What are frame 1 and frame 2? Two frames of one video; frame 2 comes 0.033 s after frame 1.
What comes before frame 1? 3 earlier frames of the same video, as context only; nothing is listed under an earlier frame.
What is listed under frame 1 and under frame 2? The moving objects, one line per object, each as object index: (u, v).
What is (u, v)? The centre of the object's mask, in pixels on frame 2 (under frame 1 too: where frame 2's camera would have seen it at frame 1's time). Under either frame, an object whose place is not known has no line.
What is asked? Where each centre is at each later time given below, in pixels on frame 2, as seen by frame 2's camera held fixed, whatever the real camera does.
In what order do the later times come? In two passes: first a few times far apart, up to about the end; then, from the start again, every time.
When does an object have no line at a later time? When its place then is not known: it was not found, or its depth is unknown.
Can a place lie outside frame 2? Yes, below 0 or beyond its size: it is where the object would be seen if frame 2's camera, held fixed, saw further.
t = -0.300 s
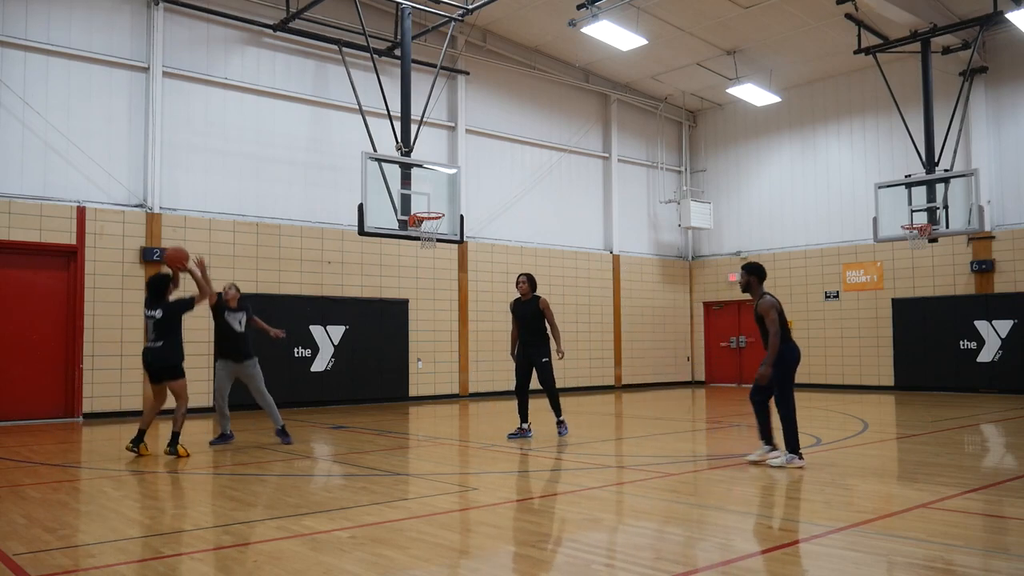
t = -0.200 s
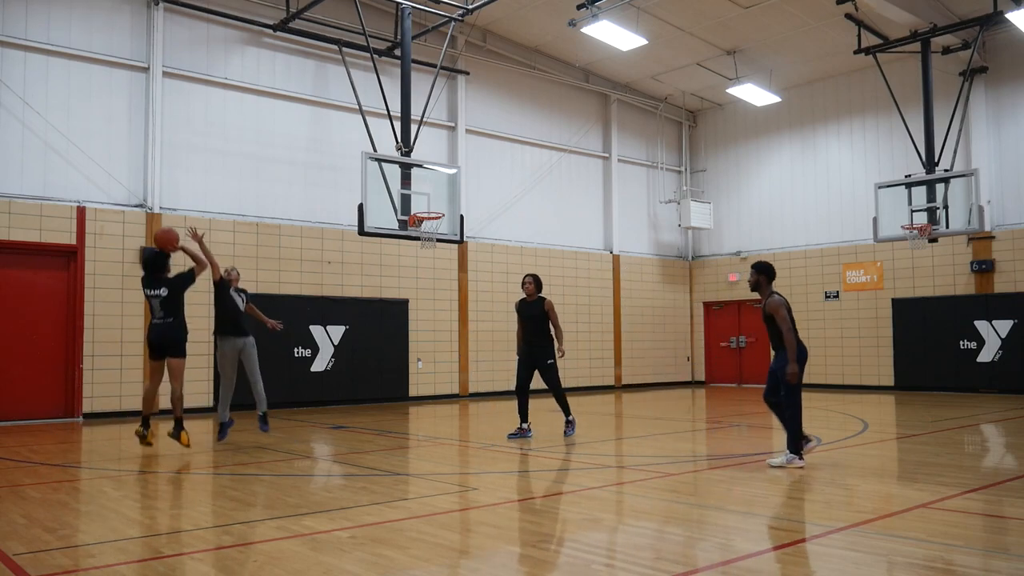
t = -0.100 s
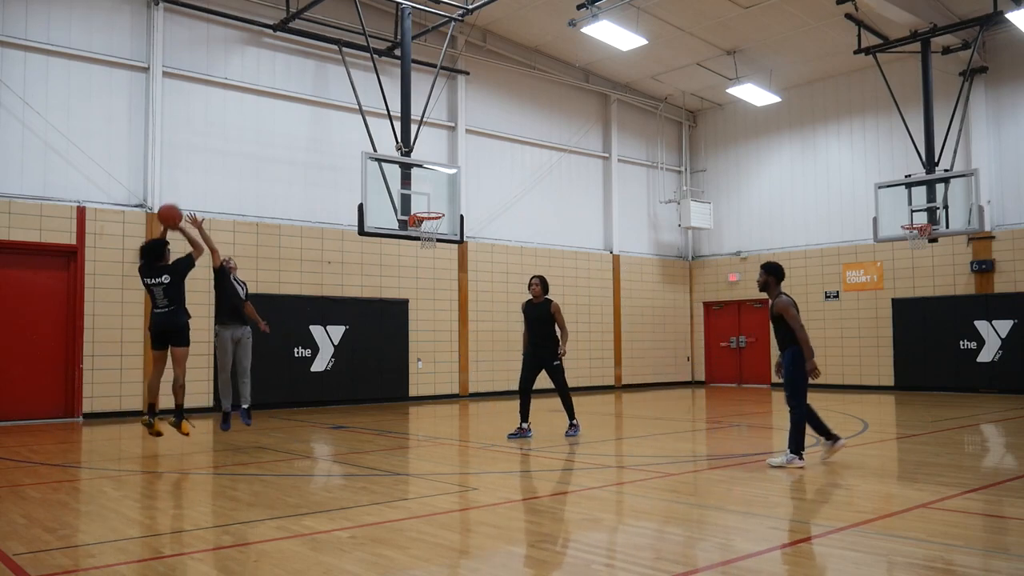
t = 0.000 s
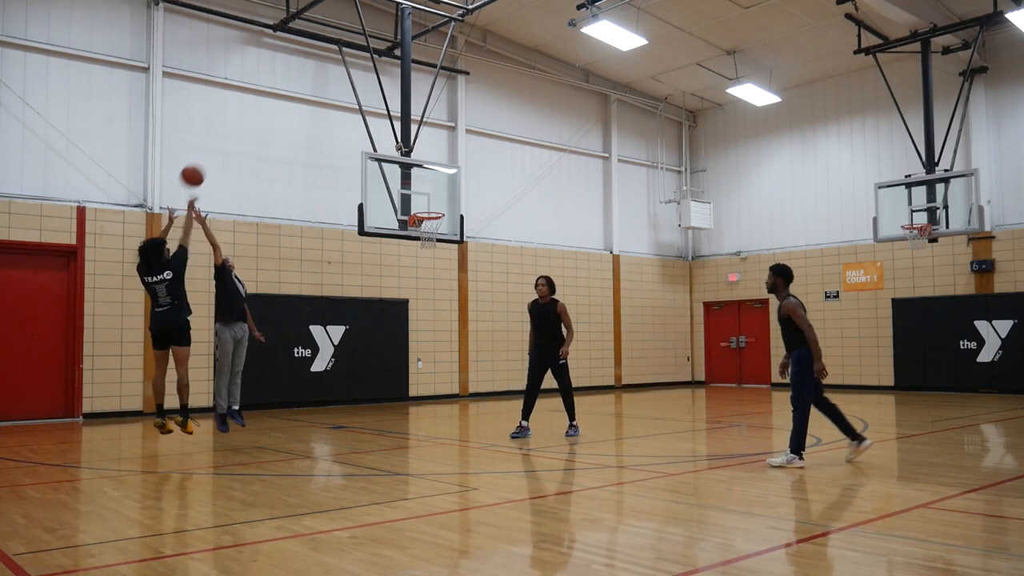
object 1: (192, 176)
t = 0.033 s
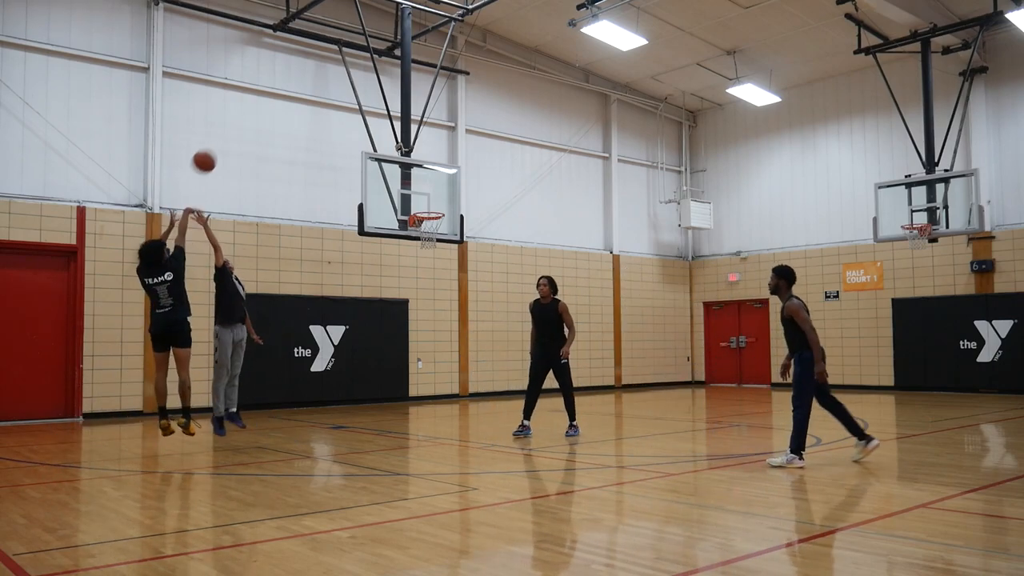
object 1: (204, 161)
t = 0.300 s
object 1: (285, 94)
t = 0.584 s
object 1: (351, 94)
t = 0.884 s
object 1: (407, 152)
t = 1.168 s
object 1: (430, 209)
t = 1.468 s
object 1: (405, 202)
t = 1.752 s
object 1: (393, 244)
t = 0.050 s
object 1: (209, 155)
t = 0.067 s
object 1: (215, 148)
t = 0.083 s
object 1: (221, 142)
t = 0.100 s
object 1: (226, 137)
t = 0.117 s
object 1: (231, 132)
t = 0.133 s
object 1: (237, 127)
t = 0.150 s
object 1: (242, 122)
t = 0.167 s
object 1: (247, 118)
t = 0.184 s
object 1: (252, 114)
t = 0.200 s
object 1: (257, 110)
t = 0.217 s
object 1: (262, 107)
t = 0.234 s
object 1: (266, 104)
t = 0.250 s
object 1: (271, 101)
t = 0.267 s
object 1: (276, 99)
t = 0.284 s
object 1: (280, 96)
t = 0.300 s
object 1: (285, 94)
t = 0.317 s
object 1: (289, 93)
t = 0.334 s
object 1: (293, 91)
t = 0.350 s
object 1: (297, 90)
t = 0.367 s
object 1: (302, 89)
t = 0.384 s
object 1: (306, 88)
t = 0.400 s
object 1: (310, 87)
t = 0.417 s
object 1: (314, 87)
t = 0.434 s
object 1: (318, 87)
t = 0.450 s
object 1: (321, 87)
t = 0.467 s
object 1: (325, 87)
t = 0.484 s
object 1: (329, 87)
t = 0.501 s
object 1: (333, 88)
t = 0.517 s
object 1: (336, 89)
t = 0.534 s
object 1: (340, 90)
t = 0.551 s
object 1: (343, 91)
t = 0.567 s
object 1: (347, 93)
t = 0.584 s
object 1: (351, 94)
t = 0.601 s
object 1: (354, 96)
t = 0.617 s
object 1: (357, 98)
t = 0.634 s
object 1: (361, 101)
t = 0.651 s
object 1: (364, 103)
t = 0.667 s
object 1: (367, 106)
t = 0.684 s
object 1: (371, 108)
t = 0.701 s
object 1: (374, 111)
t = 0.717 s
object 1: (377, 114)
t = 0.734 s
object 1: (380, 117)
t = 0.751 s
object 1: (383, 121)
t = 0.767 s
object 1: (387, 124)
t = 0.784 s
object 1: (390, 128)
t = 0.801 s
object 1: (393, 131)
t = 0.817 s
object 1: (396, 135)
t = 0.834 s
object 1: (400, 140)
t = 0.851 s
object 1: (402, 144)
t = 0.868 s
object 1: (404, 148)
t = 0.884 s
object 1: (407, 152)
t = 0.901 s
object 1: (410, 157)
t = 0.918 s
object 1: (413, 162)
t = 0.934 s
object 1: (415, 166)
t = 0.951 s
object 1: (418, 172)
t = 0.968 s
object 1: (421, 177)
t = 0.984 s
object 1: (423, 182)
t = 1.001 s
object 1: (426, 188)
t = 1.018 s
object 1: (429, 193)
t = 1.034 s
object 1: (431, 198)
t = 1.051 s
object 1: (434, 204)
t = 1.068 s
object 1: (435, 208)
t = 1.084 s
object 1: (435, 208)
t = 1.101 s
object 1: (435, 209)
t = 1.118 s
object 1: (435, 210)
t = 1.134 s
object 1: (435, 211)
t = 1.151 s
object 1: (432, 209)
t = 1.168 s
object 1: (430, 209)
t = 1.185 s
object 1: (428, 207)
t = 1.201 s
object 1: (425, 207)
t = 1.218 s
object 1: (422, 206)
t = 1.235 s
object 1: (420, 205)
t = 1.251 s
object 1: (417, 205)
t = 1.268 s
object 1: (414, 204)
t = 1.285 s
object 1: (413, 204)
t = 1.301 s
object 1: (411, 203)
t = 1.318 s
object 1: (410, 202)
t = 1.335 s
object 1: (409, 202)
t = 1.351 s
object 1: (409, 201)
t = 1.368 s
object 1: (408, 201)
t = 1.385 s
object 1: (408, 200)
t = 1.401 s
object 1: (408, 200)
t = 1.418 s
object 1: (407, 200)
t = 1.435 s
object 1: (406, 201)
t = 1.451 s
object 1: (406, 201)
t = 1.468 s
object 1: (405, 202)
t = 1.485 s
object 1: (404, 203)
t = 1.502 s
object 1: (403, 204)
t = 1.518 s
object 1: (403, 206)
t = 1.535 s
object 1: (403, 207)
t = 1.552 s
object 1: (402, 209)
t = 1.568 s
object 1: (402, 210)
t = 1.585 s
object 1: (400, 213)
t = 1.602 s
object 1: (400, 215)
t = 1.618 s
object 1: (399, 218)
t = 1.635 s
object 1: (399, 221)
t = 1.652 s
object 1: (398, 223)
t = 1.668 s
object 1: (397, 226)
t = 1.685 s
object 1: (396, 230)
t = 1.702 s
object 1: (395, 233)
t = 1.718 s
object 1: (394, 237)
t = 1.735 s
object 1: (394, 240)
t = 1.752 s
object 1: (393, 244)
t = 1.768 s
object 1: (392, 249)
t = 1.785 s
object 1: (392, 254)
